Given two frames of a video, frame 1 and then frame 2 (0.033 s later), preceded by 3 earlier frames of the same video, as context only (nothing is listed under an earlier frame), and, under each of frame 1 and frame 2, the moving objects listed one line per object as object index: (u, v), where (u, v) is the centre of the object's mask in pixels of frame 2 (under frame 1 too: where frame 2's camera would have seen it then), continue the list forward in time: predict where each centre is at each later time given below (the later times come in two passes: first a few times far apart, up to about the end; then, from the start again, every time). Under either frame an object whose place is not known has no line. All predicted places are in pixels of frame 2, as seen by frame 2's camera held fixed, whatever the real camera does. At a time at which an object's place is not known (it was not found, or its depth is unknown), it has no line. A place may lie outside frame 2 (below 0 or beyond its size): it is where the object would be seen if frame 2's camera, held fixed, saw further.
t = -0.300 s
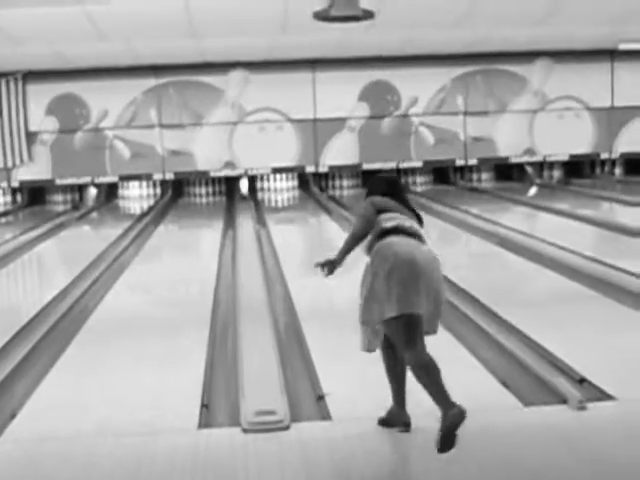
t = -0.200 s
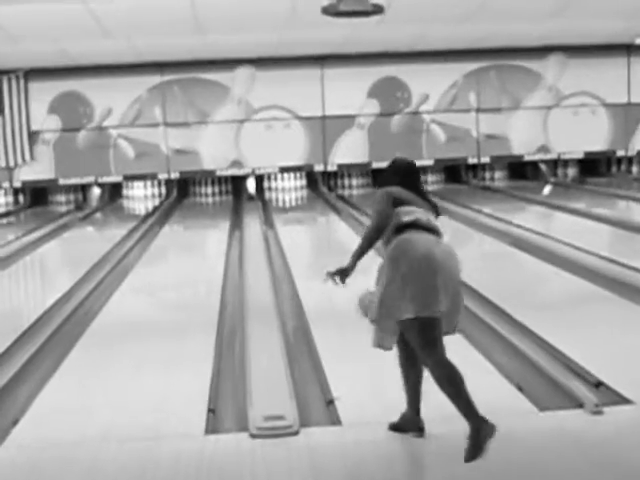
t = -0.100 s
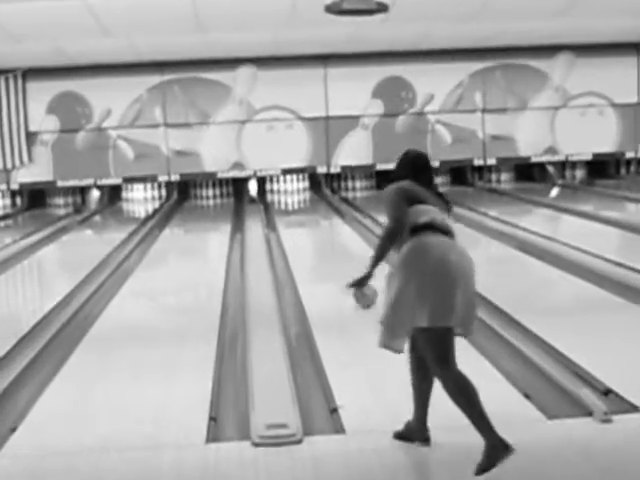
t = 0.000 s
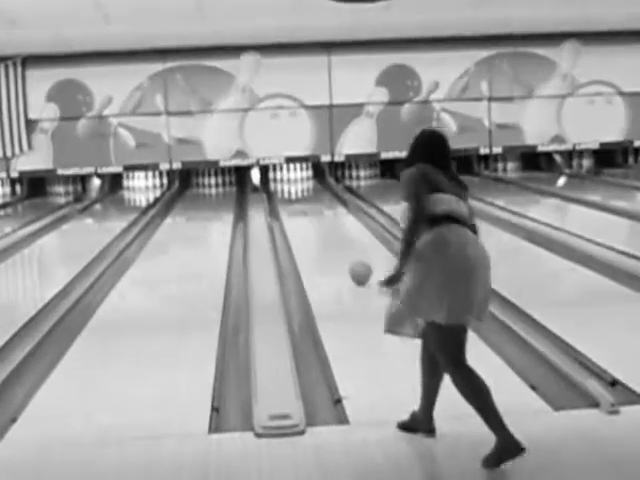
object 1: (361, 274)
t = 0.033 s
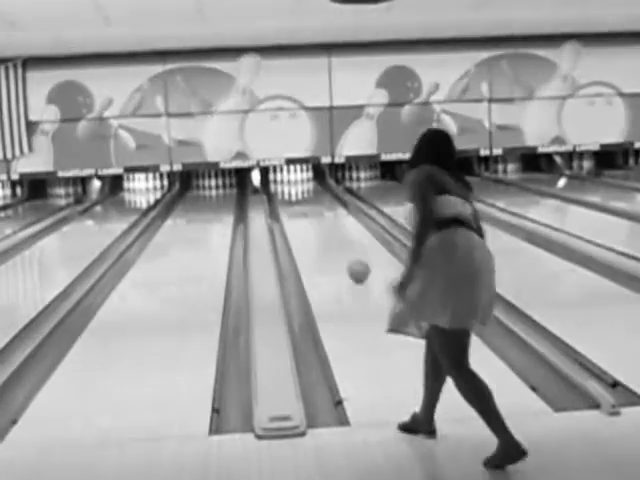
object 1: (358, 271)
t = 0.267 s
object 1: (344, 254)
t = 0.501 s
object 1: (333, 238)
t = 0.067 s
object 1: (356, 267)
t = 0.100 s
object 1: (354, 265)
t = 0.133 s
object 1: (352, 263)
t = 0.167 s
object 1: (350, 261)
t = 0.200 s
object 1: (348, 258)
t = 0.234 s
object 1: (346, 256)
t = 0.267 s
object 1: (344, 254)
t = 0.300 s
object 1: (342, 251)
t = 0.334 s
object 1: (341, 249)
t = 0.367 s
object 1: (338, 245)
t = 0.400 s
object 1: (337, 243)
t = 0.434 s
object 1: (336, 241)
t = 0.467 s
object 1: (335, 241)
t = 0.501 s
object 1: (333, 238)
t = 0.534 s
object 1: (332, 235)
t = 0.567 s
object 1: (331, 234)
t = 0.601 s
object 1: (330, 233)
